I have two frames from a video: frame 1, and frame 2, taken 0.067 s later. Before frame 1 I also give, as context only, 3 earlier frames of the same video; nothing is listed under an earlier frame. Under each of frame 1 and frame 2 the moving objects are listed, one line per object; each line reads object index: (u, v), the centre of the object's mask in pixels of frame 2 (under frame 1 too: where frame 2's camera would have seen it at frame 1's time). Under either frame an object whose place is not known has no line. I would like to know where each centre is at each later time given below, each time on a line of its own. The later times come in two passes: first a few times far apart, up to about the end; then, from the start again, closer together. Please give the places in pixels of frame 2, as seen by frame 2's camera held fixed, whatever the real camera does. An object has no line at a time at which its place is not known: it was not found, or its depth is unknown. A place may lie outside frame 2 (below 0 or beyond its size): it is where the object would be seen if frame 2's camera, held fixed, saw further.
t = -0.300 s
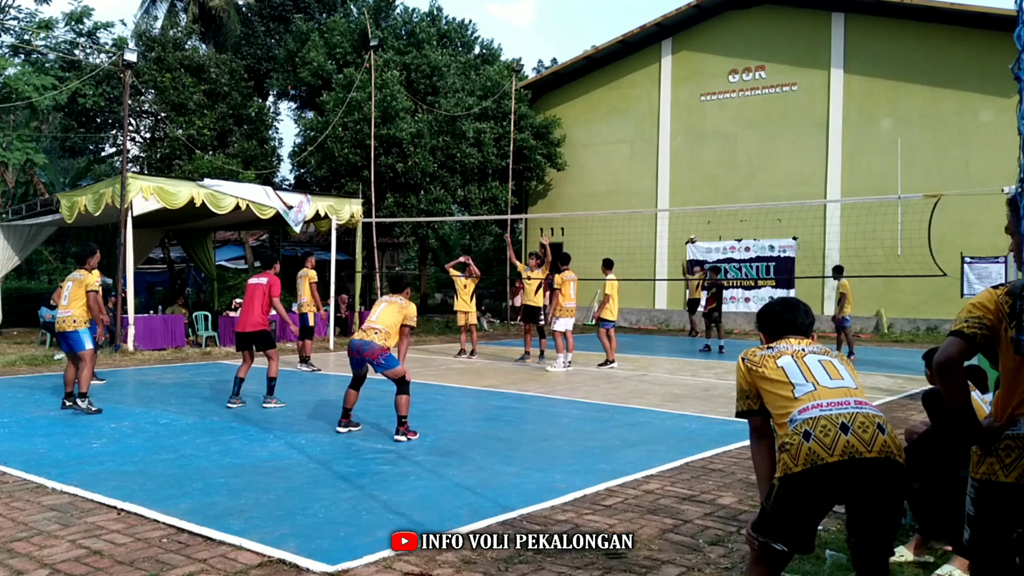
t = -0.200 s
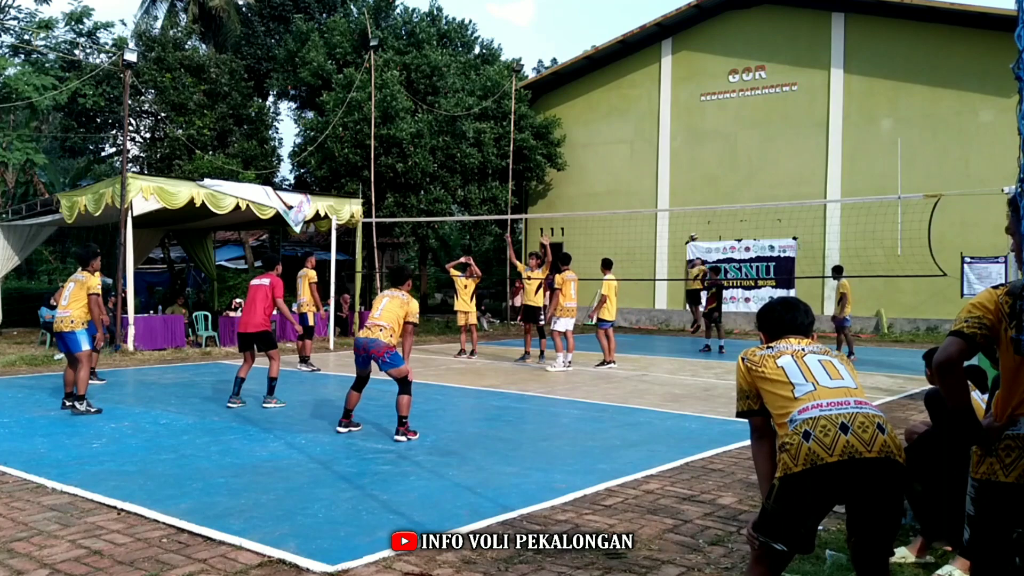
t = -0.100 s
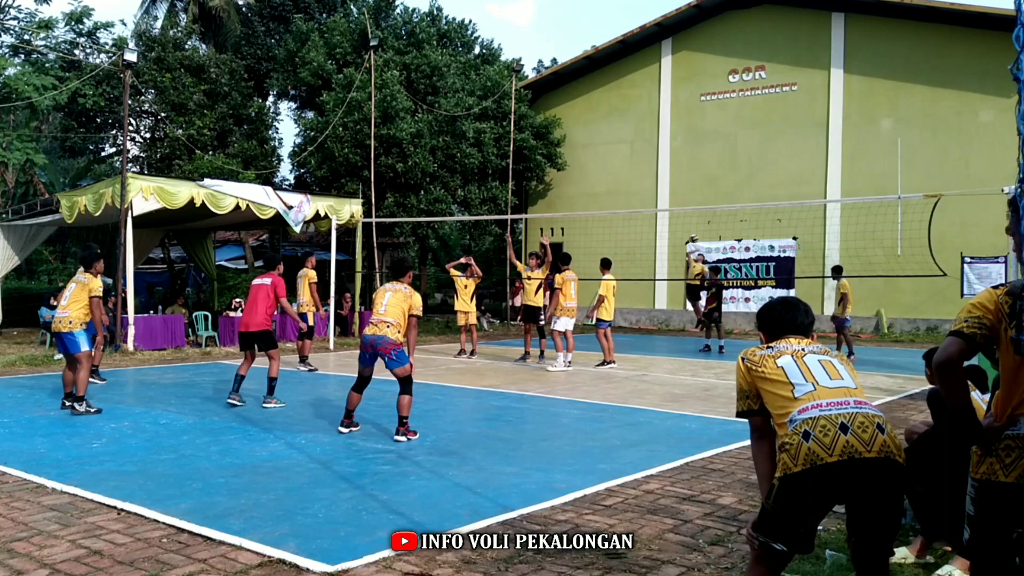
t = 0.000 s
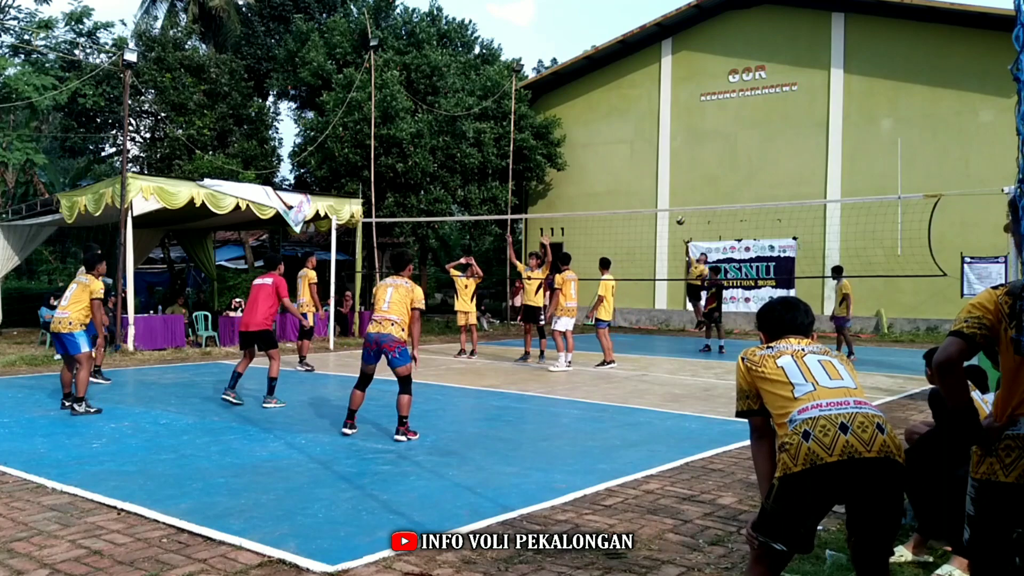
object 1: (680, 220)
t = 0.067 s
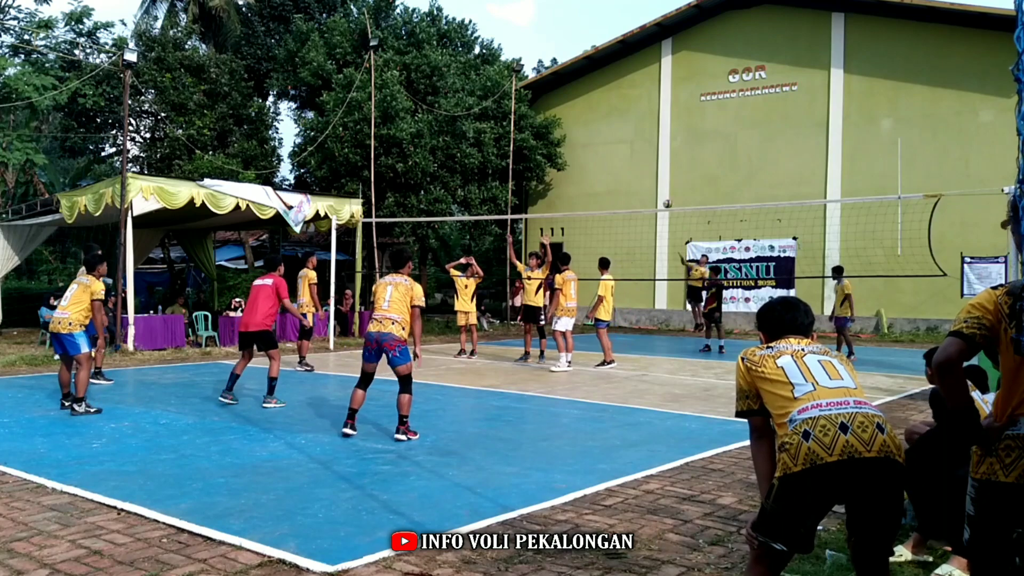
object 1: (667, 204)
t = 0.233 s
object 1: (633, 165)
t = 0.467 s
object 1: (573, 126)
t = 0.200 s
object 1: (641, 172)
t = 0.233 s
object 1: (633, 165)
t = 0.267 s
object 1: (625, 158)
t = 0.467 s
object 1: (573, 126)
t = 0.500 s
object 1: (564, 122)
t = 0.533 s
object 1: (554, 119)
